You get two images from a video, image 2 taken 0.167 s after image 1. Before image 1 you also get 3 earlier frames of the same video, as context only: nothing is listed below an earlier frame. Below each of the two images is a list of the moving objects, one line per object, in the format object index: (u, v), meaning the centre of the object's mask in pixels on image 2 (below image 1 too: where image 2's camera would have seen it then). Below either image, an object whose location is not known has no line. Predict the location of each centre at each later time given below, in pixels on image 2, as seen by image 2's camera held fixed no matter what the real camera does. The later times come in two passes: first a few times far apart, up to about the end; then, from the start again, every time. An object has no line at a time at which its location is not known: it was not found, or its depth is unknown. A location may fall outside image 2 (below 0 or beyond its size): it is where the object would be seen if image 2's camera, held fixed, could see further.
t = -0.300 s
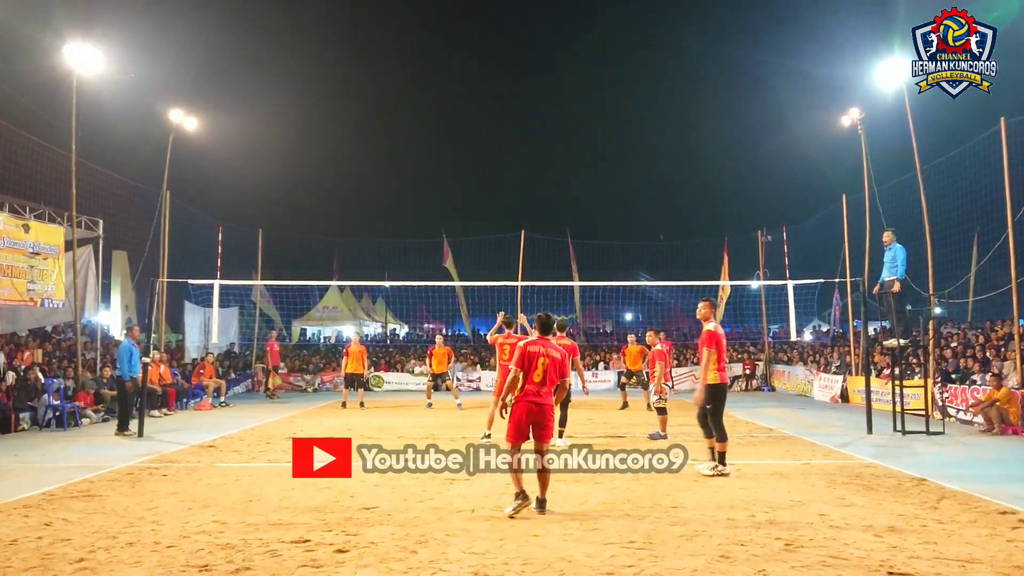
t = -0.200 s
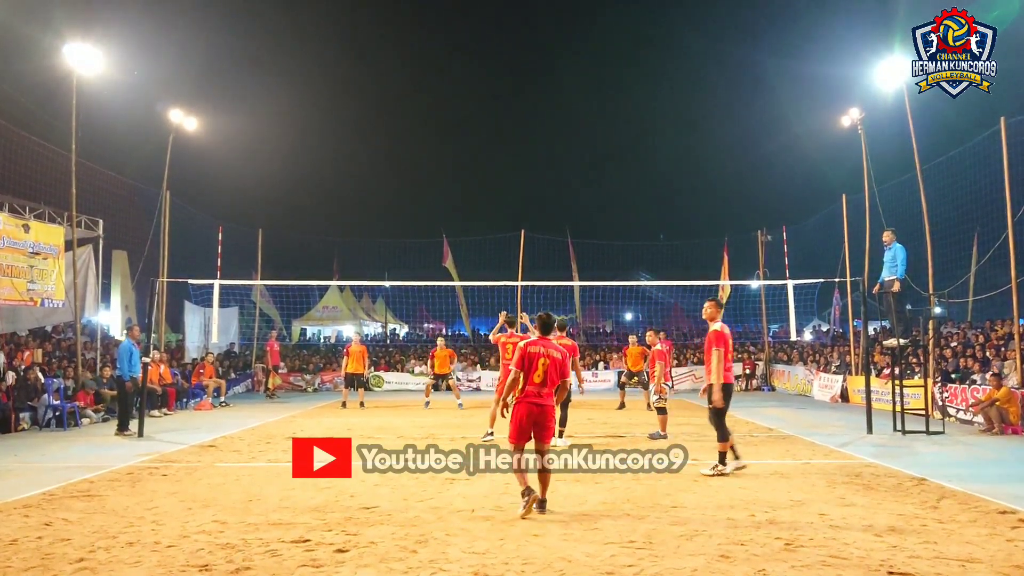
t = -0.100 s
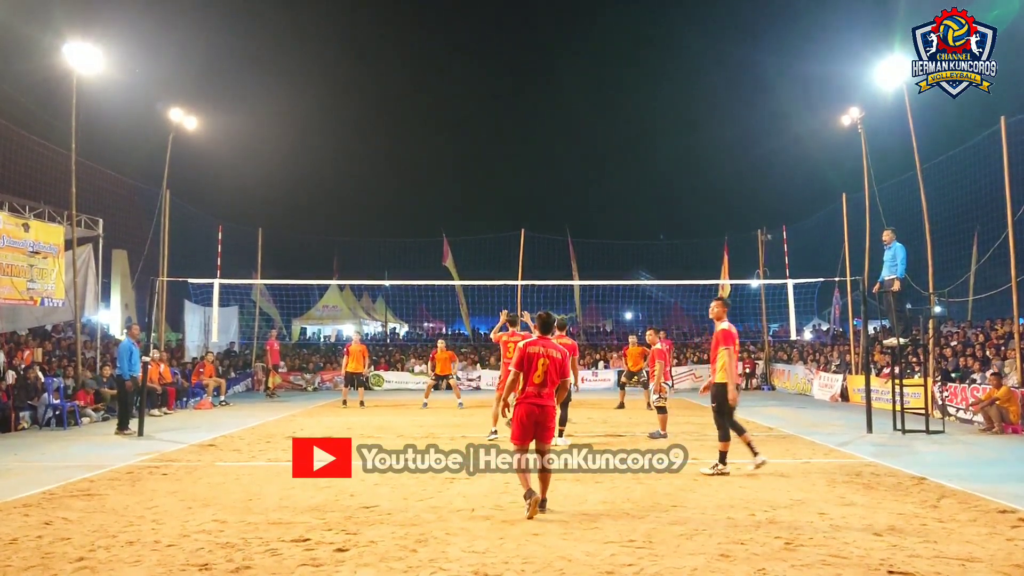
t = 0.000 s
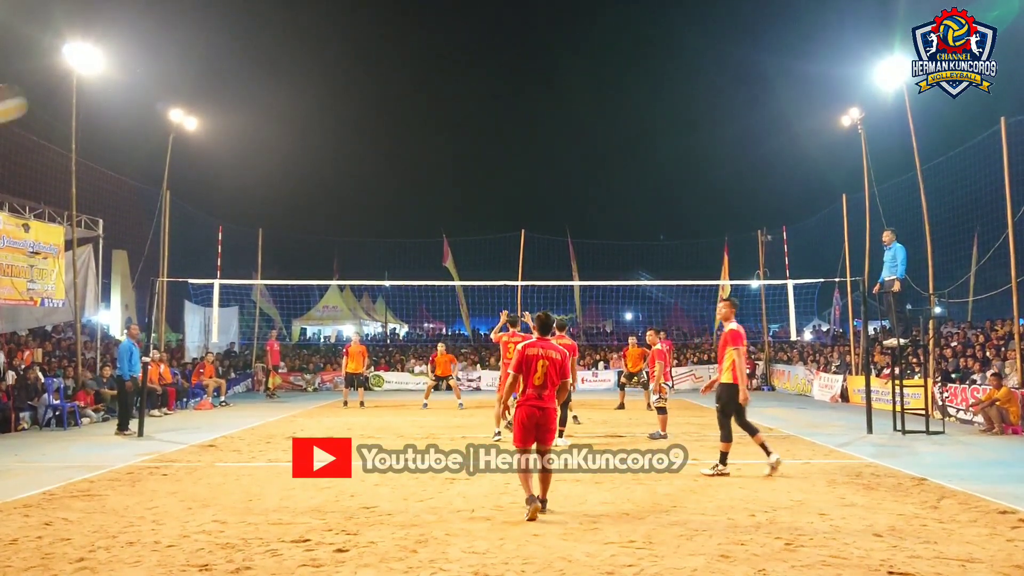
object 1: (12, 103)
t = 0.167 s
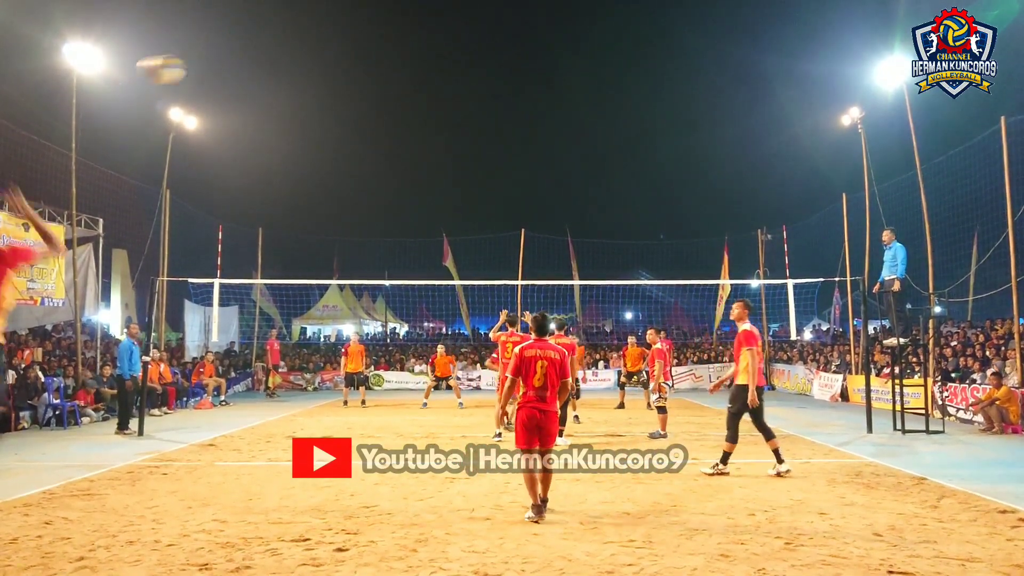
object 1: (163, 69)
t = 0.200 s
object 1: (186, 67)
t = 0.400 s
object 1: (292, 76)
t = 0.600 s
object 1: (359, 110)
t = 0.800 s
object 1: (406, 162)
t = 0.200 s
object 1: (186, 67)
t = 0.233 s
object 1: (208, 66)
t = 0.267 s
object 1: (228, 66)
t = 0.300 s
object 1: (246, 68)
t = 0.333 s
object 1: (262, 69)
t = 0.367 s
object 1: (278, 72)
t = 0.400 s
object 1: (292, 76)
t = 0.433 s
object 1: (305, 80)
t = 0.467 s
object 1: (317, 85)
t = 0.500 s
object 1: (329, 91)
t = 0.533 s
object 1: (339, 97)
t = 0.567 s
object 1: (349, 103)
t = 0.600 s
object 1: (359, 110)
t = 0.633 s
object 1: (368, 118)
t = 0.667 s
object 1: (376, 126)
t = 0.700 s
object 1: (385, 135)
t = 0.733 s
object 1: (392, 144)
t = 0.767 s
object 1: (400, 153)
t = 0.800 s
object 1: (406, 162)
